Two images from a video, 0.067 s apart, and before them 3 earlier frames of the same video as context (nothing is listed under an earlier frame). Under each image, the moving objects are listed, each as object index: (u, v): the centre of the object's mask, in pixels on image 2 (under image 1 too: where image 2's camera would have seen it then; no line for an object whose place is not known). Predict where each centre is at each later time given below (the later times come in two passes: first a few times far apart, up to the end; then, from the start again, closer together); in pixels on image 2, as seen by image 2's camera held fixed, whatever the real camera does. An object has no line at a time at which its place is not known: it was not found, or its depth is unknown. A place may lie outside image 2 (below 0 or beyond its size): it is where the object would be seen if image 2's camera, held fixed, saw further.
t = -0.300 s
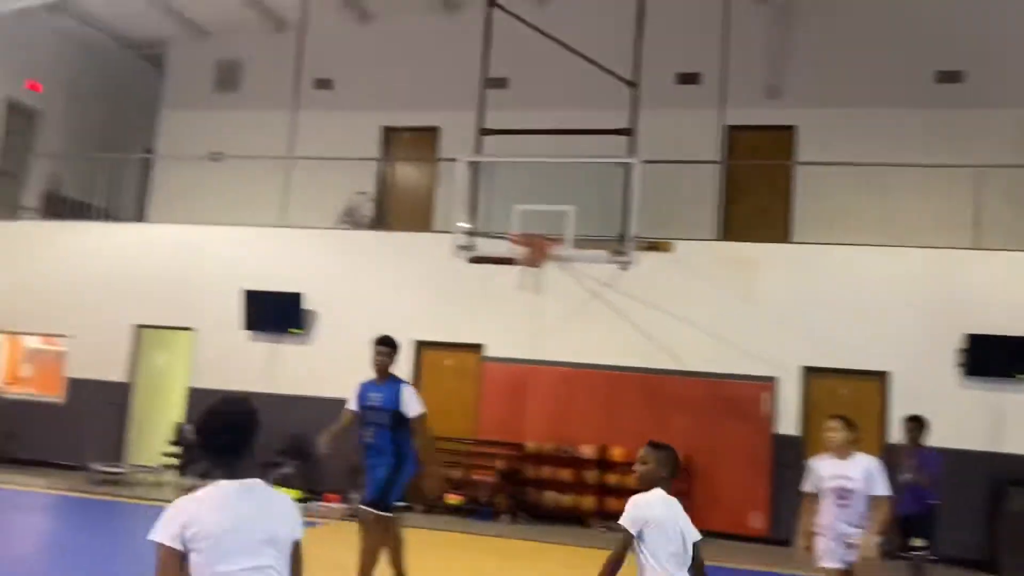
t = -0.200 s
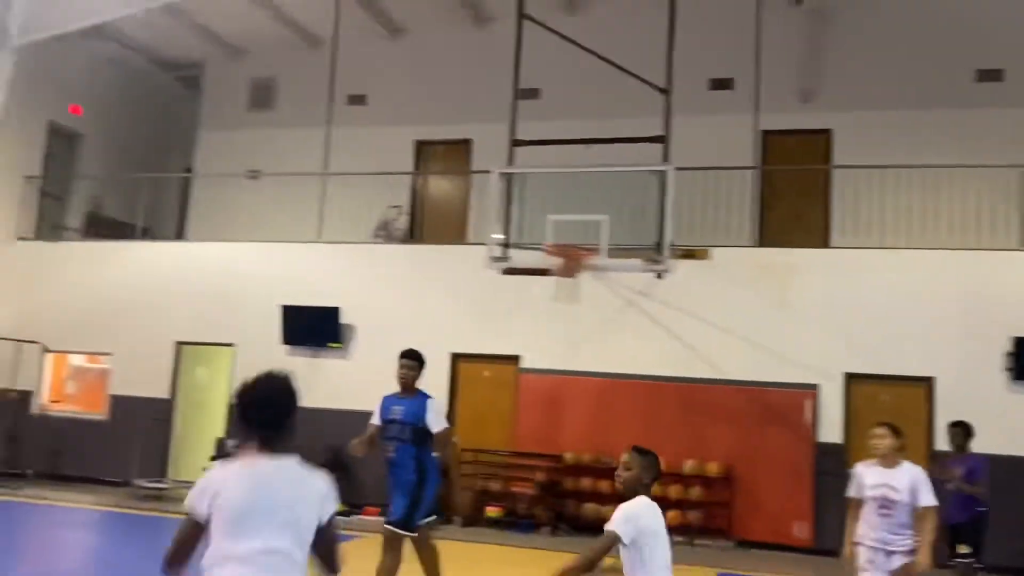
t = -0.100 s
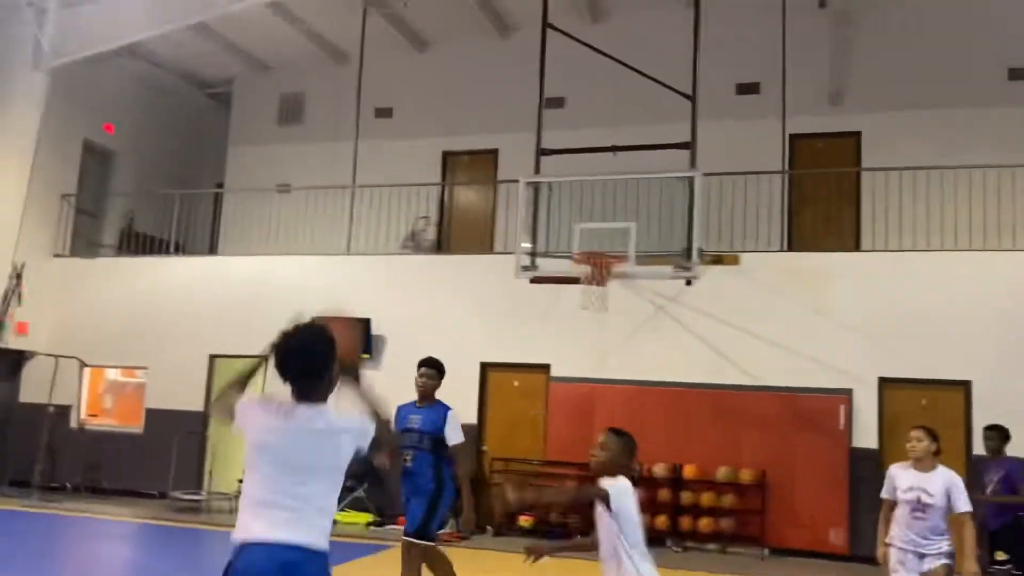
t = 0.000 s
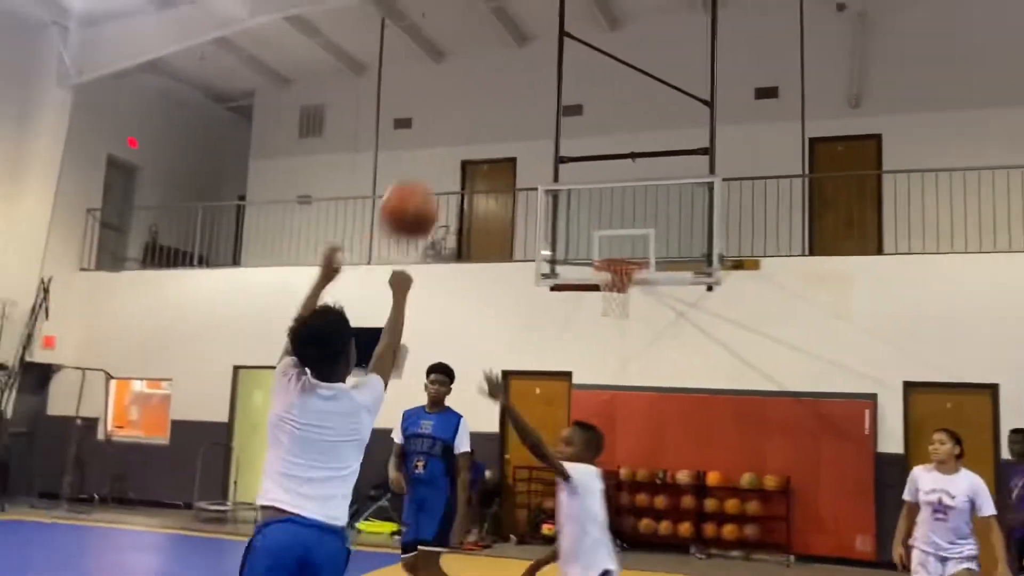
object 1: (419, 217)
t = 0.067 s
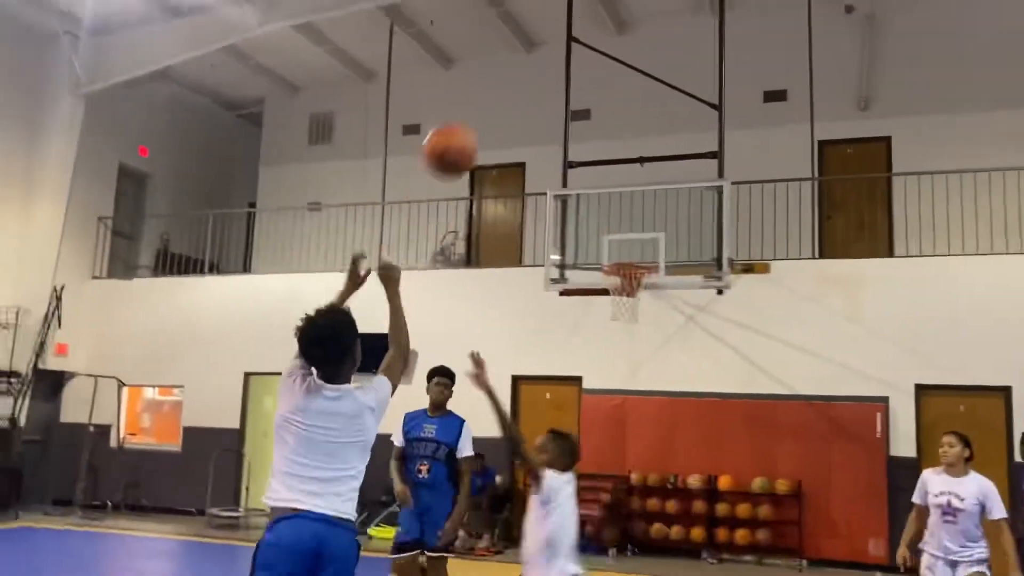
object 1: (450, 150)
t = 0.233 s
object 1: (506, 56)
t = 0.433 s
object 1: (553, 29)
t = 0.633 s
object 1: (584, 61)
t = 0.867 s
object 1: (611, 143)
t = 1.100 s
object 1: (631, 257)
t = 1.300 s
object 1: (626, 314)
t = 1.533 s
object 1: (611, 396)
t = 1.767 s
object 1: (594, 533)
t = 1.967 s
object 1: (580, 505)
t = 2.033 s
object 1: (575, 474)
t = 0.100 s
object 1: (464, 124)
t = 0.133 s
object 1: (476, 103)
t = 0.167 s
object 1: (487, 84)
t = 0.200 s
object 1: (497, 68)
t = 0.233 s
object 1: (506, 56)
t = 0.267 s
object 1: (516, 47)
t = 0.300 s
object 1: (524, 40)
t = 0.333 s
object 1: (532, 33)
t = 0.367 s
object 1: (540, 30)
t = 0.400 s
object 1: (547, 28)
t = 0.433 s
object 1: (553, 29)
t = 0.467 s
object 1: (559, 31)
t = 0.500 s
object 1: (564, 35)
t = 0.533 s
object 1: (570, 39)
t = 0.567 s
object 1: (575, 46)
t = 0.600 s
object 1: (580, 53)
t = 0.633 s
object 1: (584, 61)
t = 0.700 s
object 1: (593, 81)
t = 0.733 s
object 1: (597, 91)
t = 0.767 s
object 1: (600, 103)
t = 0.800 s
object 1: (603, 116)
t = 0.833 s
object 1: (608, 129)
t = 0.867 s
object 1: (611, 143)
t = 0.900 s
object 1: (614, 158)
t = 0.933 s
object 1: (617, 174)
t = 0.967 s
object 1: (620, 190)
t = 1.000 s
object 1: (623, 207)
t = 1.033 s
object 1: (626, 224)
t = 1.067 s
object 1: (628, 243)
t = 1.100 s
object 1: (631, 257)
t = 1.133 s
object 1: (630, 281)
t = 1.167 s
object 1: (632, 285)
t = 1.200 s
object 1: (633, 293)
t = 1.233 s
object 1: (631, 301)
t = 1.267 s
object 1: (628, 307)
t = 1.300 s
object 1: (626, 314)
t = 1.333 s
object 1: (623, 322)
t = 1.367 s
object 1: (621, 332)
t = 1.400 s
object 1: (619, 342)
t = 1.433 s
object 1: (617, 354)
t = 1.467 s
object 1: (614, 366)
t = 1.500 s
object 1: (612, 381)
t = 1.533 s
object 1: (611, 396)
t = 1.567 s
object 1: (609, 413)
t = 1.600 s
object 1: (606, 430)
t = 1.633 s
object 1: (603, 447)
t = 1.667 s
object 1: (599, 468)
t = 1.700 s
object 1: (600, 490)
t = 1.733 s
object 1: (596, 510)
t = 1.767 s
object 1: (594, 533)
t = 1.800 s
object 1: (591, 556)
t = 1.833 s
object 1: (588, 577)
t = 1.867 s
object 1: (586, 556)
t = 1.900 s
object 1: (585, 538)
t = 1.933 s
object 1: (583, 522)
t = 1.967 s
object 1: (580, 505)
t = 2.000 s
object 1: (576, 488)
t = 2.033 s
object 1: (575, 474)
